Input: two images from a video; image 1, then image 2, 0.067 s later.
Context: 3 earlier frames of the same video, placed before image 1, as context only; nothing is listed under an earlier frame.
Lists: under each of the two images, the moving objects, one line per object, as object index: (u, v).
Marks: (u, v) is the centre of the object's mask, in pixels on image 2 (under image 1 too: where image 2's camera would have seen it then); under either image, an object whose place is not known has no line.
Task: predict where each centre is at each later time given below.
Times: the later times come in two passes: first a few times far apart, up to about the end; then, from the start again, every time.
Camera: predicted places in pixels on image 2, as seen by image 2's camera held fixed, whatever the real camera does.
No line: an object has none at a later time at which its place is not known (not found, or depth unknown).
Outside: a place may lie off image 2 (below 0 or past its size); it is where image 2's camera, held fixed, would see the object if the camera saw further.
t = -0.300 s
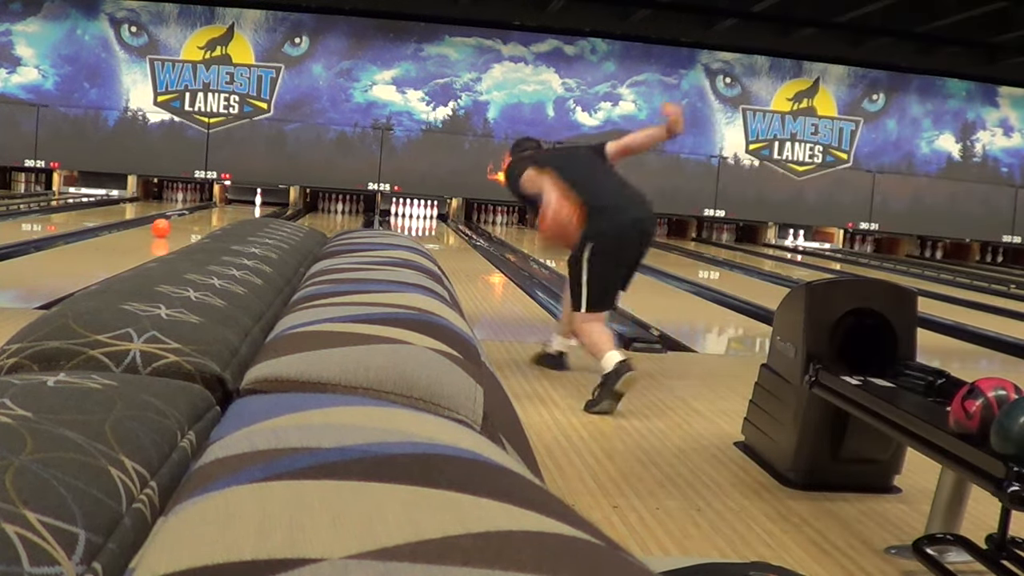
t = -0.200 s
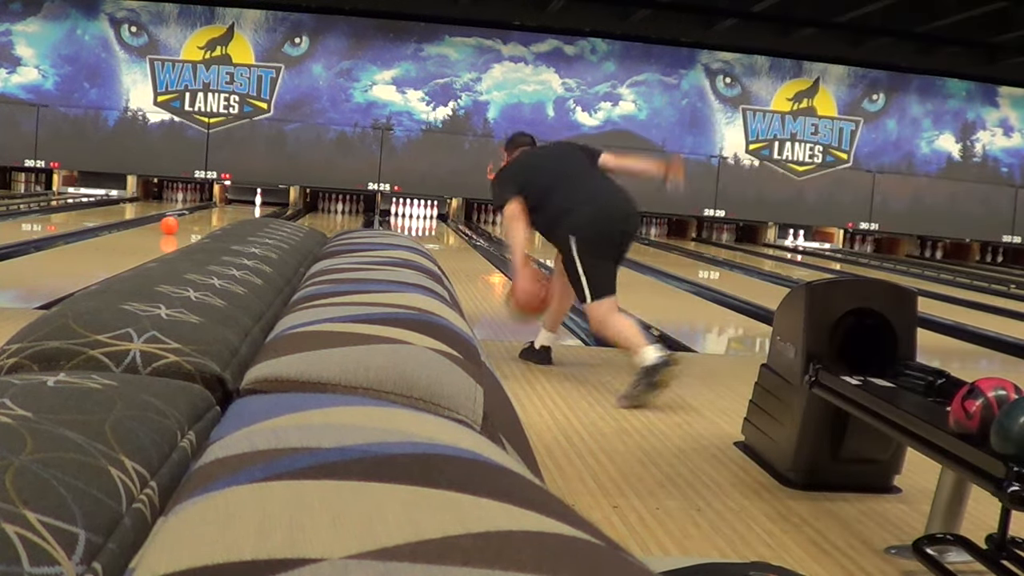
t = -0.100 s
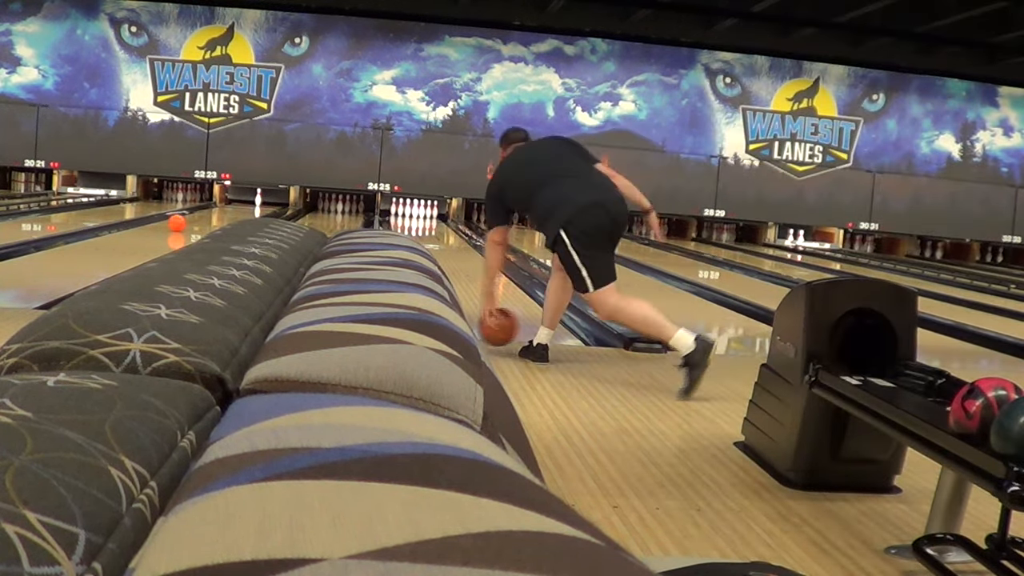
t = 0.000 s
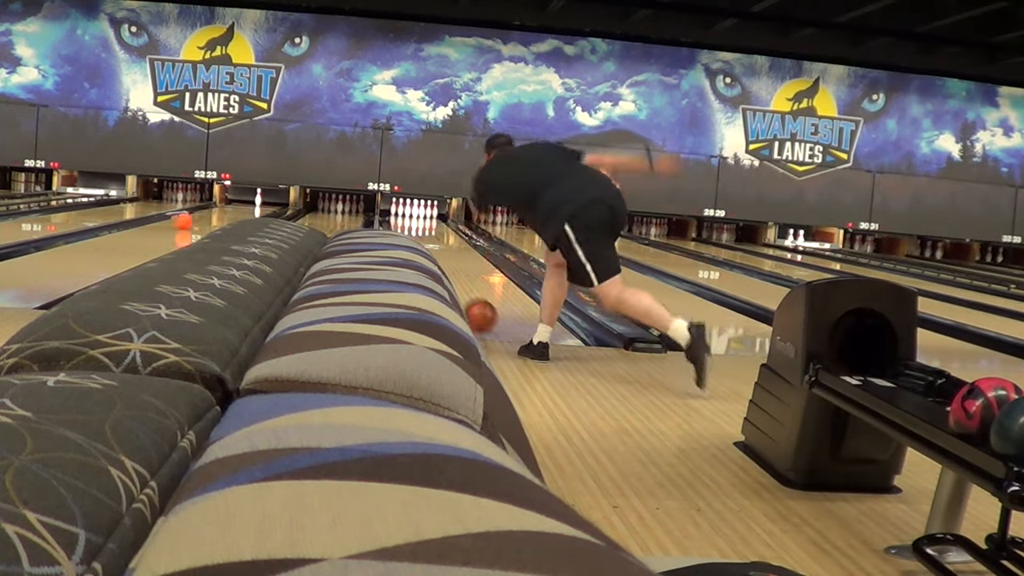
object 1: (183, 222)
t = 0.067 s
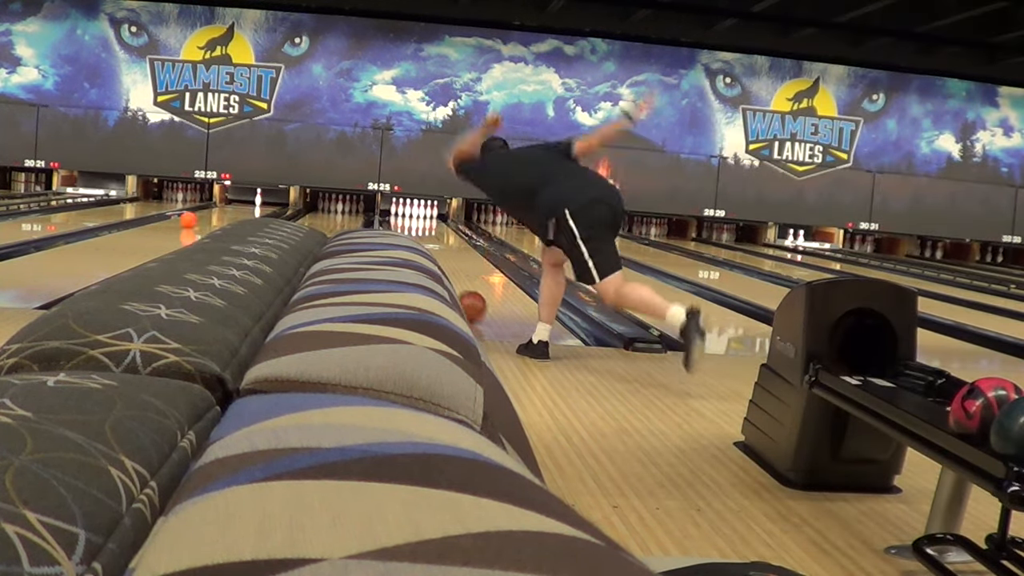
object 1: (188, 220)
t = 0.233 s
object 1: (198, 217)
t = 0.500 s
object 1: (212, 212)
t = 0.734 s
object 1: (222, 209)
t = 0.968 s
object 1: (231, 207)
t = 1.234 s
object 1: (238, 205)
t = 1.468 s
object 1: (243, 203)
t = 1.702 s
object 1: (248, 201)
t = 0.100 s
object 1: (190, 219)
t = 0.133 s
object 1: (192, 218)
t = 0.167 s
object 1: (194, 218)
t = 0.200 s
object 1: (197, 217)
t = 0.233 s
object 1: (198, 217)
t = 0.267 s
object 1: (200, 216)
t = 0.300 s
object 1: (203, 216)
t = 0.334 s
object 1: (204, 215)
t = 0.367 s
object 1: (206, 214)
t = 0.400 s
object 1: (207, 214)
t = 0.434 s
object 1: (209, 213)
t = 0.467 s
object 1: (210, 213)
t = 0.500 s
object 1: (212, 212)
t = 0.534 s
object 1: (213, 212)
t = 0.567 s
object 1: (215, 212)
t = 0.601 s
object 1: (216, 211)
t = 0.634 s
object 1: (218, 211)
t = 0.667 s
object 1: (220, 210)
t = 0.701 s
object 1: (221, 210)
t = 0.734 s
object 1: (222, 209)
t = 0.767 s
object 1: (224, 209)
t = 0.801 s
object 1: (225, 208)
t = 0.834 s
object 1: (226, 208)
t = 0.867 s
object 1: (227, 208)
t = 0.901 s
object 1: (228, 208)
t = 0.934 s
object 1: (230, 207)
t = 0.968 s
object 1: (231, 207)
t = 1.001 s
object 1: (231, 207)
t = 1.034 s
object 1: (232, 207)
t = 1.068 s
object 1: (234, 206)
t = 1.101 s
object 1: (235, 206)
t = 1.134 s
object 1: (236, 205)
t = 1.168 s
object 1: (237, 205)
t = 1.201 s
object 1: (237, 205)
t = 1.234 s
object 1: (238, 205)
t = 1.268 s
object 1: (239, 204)
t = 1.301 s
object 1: (240, 204)
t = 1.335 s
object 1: (241, 204)
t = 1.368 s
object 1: (242, 203)
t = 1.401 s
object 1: (242, 203)
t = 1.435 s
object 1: (243, 203)
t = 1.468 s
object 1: (243, 203)
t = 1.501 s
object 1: (244, 203)
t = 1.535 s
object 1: (245, 203)
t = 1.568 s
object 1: (245, 202)
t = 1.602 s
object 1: (246, 202)
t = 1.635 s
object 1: (247, 201)
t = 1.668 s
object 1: (247, 201)
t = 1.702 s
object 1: (248, 201)
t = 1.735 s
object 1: (248, 201)
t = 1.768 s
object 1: (249, 201)
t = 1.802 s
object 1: (249, 201)
